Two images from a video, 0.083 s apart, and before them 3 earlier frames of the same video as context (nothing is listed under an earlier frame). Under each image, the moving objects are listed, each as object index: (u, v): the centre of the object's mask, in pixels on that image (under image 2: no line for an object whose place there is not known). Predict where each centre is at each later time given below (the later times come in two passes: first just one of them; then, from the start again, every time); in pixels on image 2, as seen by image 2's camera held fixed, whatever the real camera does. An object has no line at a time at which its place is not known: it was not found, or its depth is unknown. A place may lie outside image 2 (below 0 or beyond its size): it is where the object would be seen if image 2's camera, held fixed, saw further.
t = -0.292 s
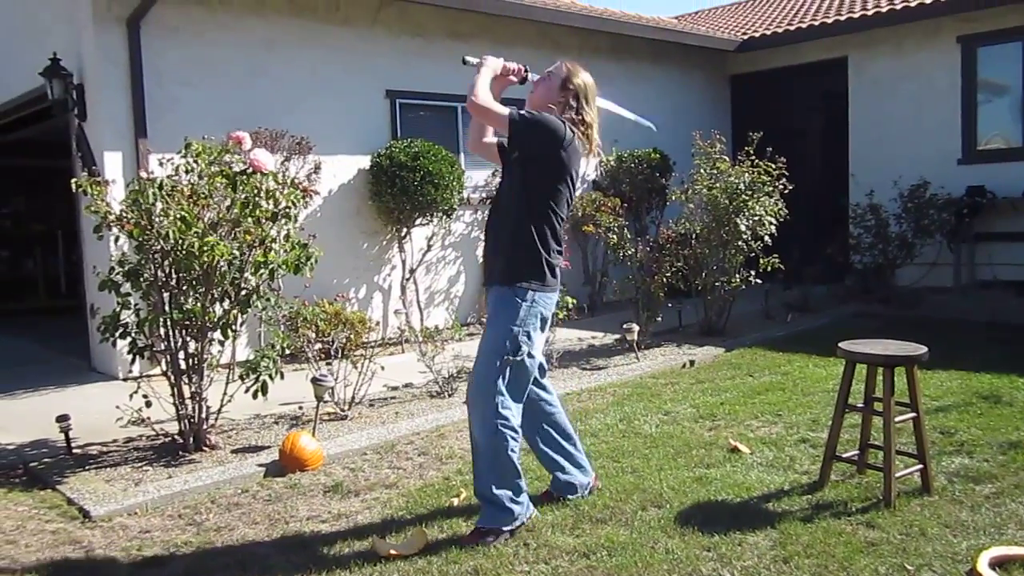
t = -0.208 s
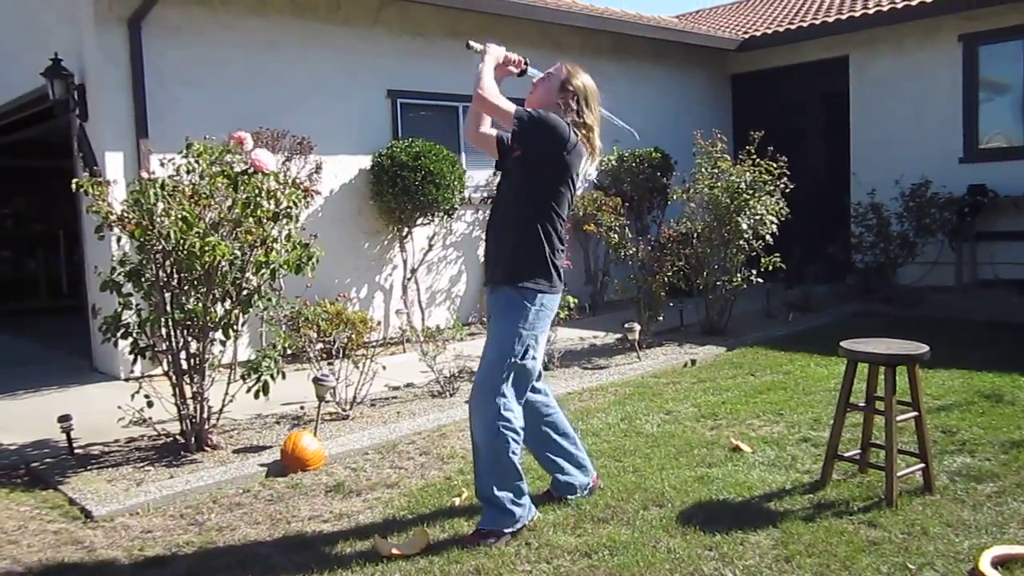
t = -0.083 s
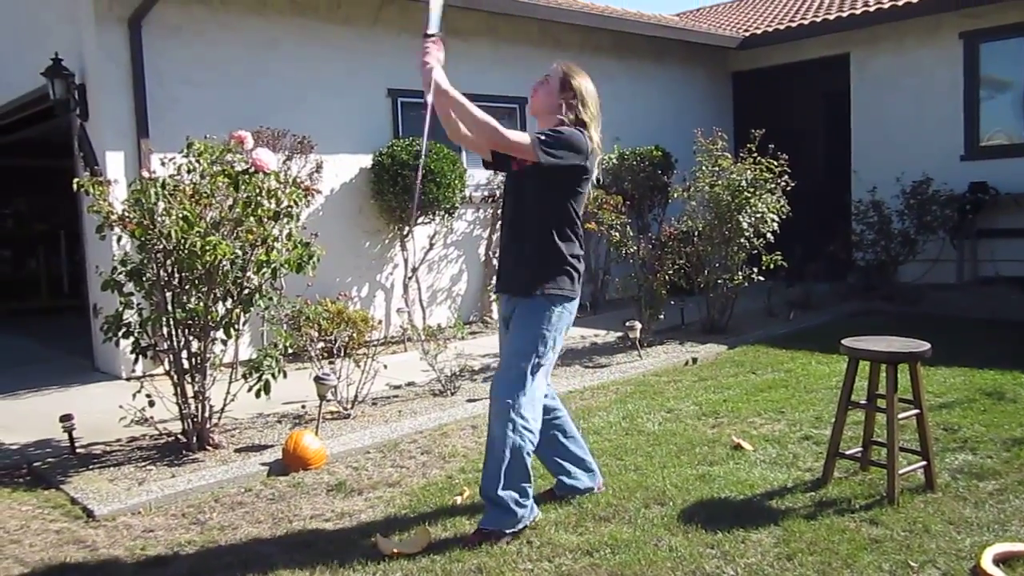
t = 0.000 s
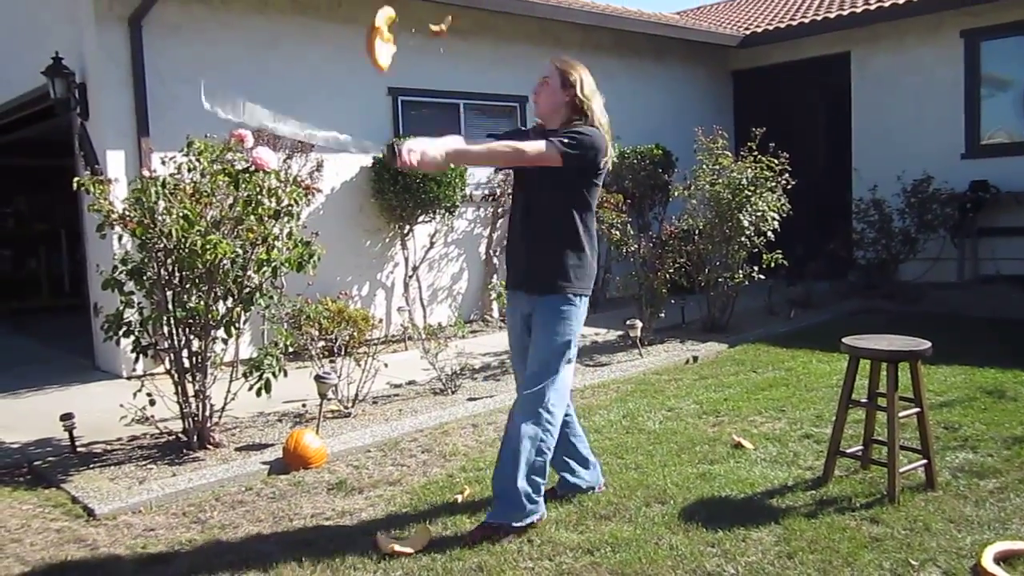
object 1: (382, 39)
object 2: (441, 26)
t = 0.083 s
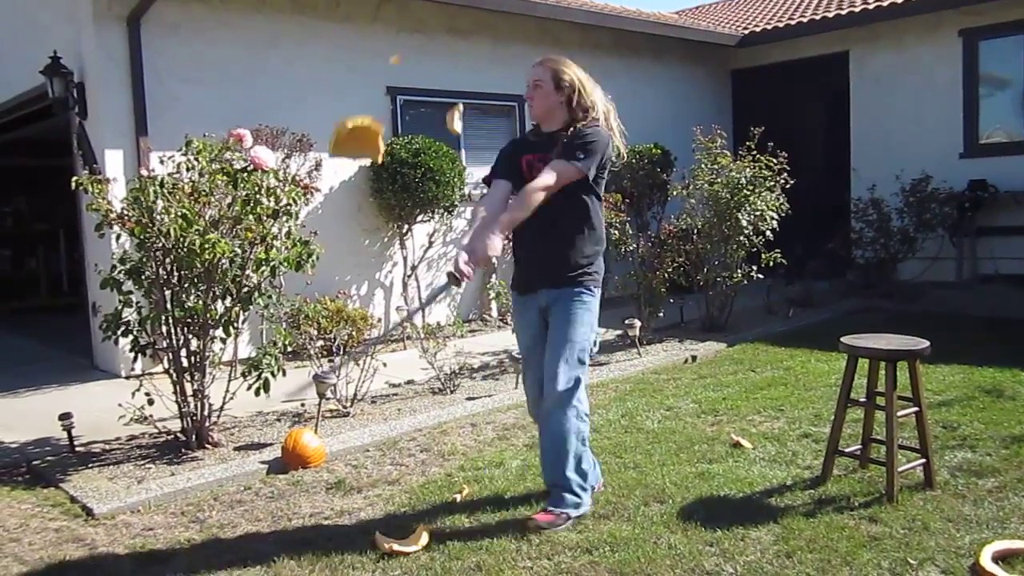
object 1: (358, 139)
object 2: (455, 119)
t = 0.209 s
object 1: (331, 303)
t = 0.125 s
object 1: (348, 193)
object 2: (462, 172)
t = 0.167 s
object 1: (338, 247)
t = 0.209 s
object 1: (331, 303)
